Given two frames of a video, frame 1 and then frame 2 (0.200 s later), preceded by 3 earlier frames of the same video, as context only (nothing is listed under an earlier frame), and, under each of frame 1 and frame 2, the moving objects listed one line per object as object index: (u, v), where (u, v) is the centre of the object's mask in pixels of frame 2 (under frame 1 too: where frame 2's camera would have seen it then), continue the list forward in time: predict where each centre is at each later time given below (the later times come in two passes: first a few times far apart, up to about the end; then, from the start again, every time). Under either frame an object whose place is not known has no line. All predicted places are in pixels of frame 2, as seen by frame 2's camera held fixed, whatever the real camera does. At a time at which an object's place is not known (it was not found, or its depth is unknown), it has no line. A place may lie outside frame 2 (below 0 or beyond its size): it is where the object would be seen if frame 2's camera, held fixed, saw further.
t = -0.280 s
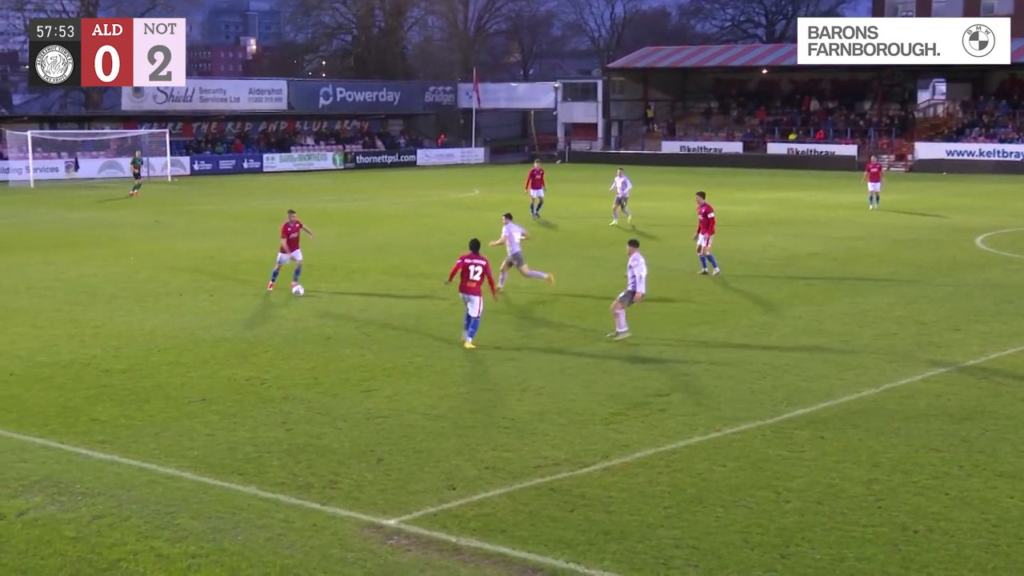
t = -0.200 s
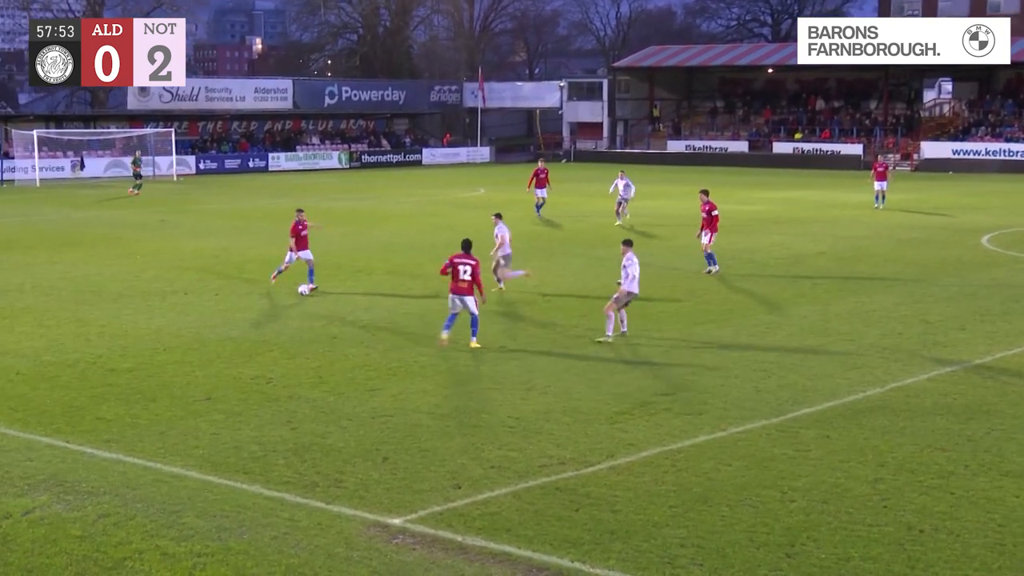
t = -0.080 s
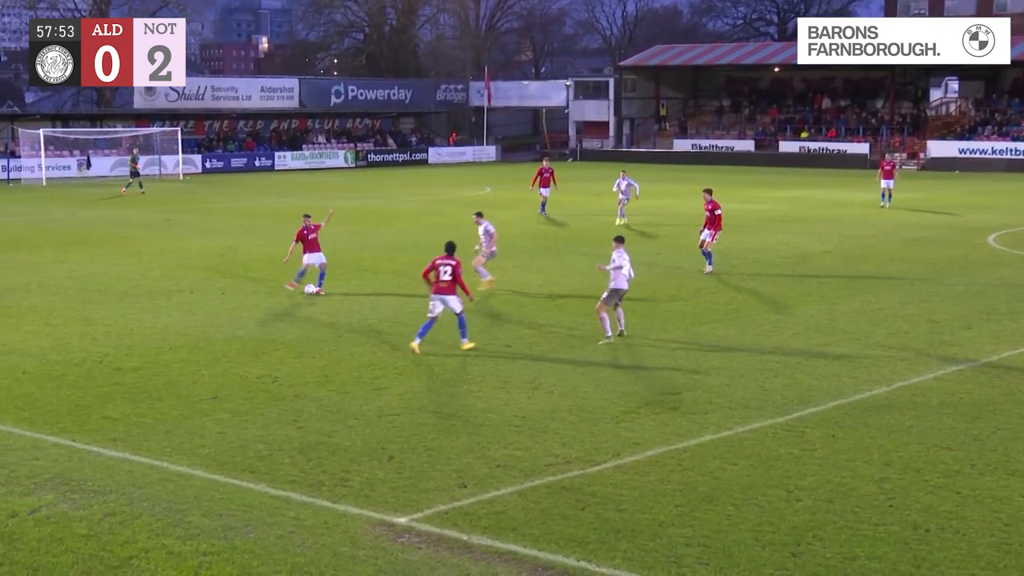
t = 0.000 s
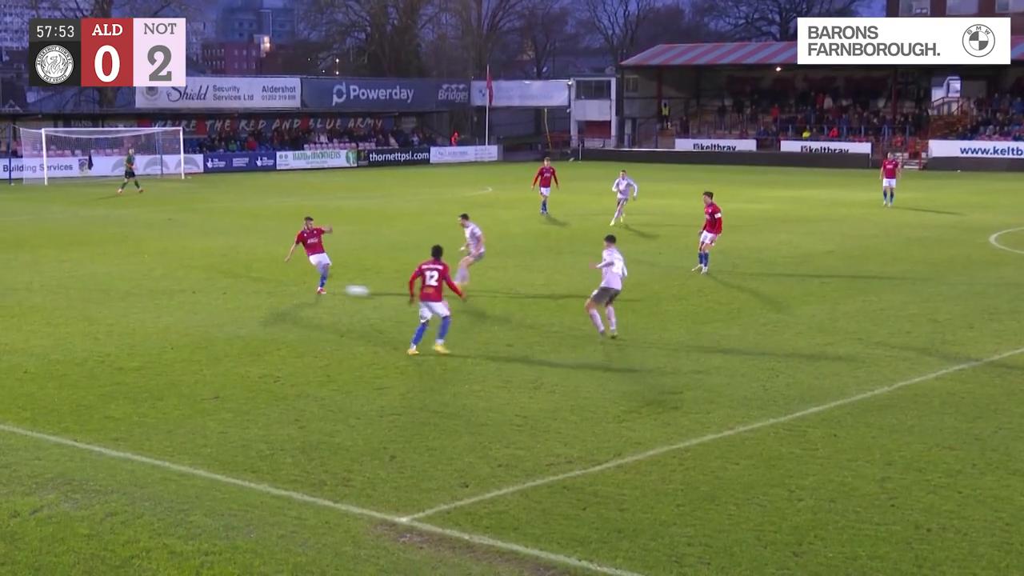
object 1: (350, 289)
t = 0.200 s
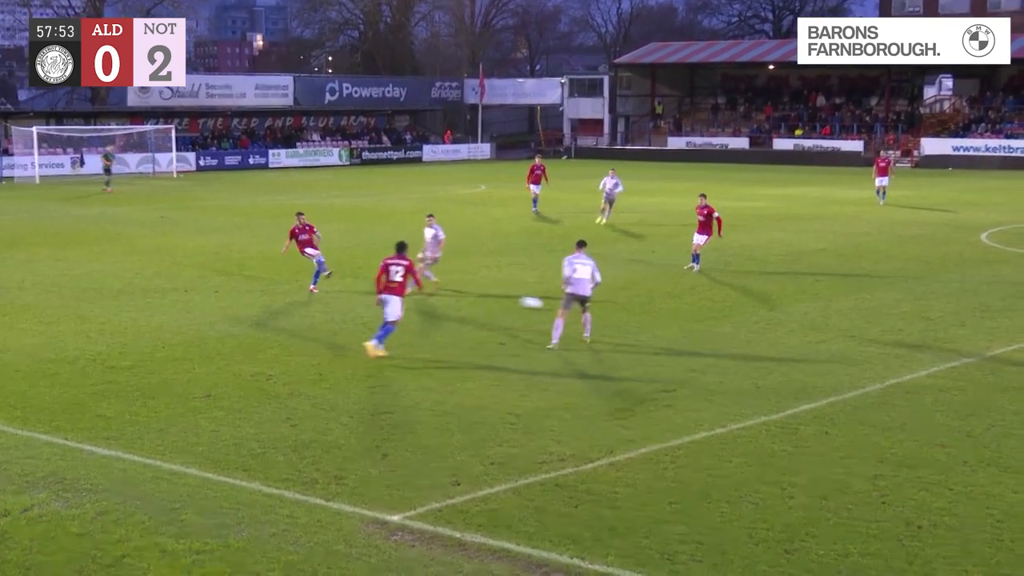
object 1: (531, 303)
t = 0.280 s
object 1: (604, 306)
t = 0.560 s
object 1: (864, 326)
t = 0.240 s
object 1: (571, 307)
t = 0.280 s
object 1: (604, 306)
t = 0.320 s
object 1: (640, 308)
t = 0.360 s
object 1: (677, 312)
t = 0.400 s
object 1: (715, 316)
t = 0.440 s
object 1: (751, 317)
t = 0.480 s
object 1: (788, 319)
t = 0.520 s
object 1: (826, 322)
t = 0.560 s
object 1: (864, 326)
